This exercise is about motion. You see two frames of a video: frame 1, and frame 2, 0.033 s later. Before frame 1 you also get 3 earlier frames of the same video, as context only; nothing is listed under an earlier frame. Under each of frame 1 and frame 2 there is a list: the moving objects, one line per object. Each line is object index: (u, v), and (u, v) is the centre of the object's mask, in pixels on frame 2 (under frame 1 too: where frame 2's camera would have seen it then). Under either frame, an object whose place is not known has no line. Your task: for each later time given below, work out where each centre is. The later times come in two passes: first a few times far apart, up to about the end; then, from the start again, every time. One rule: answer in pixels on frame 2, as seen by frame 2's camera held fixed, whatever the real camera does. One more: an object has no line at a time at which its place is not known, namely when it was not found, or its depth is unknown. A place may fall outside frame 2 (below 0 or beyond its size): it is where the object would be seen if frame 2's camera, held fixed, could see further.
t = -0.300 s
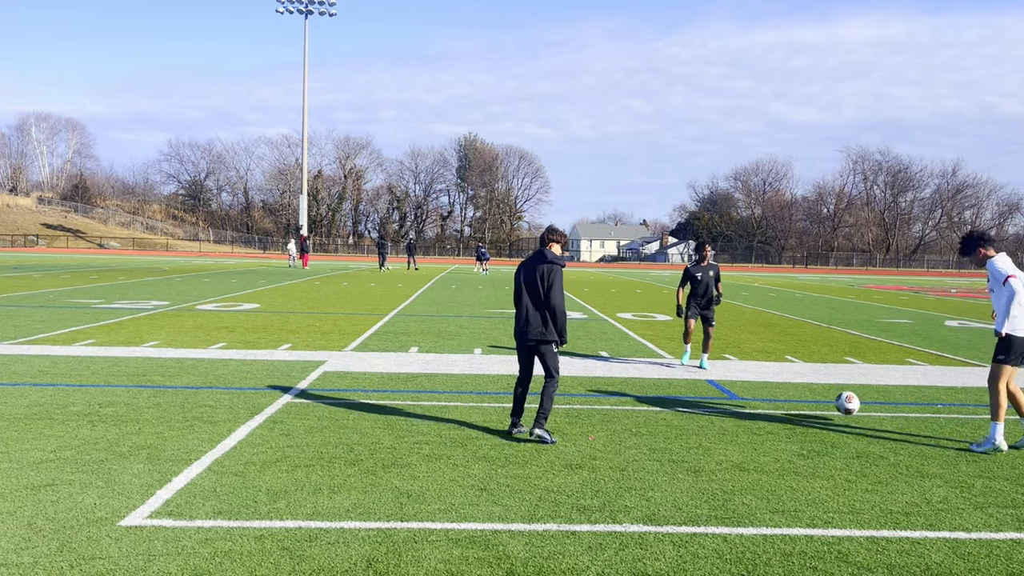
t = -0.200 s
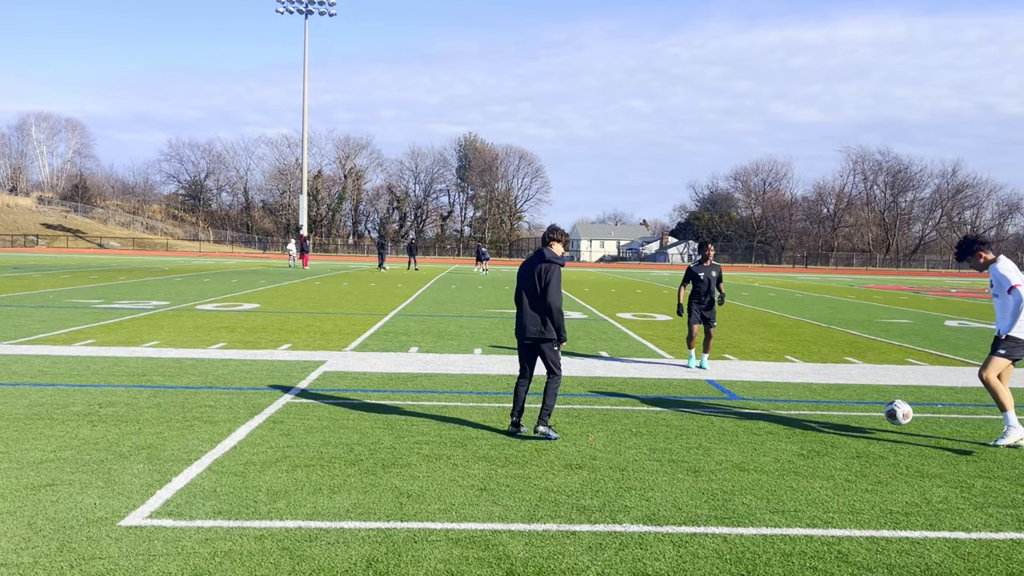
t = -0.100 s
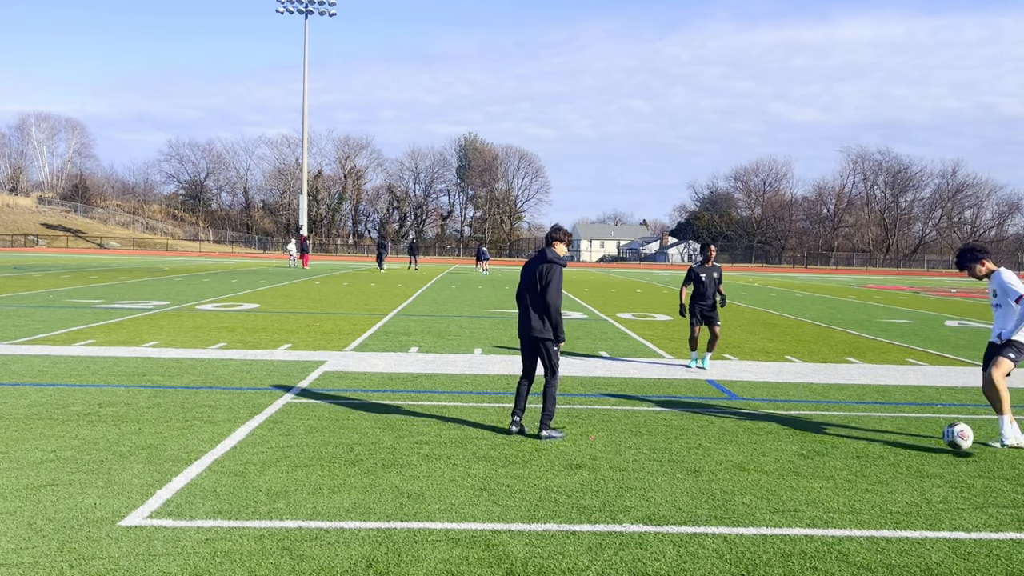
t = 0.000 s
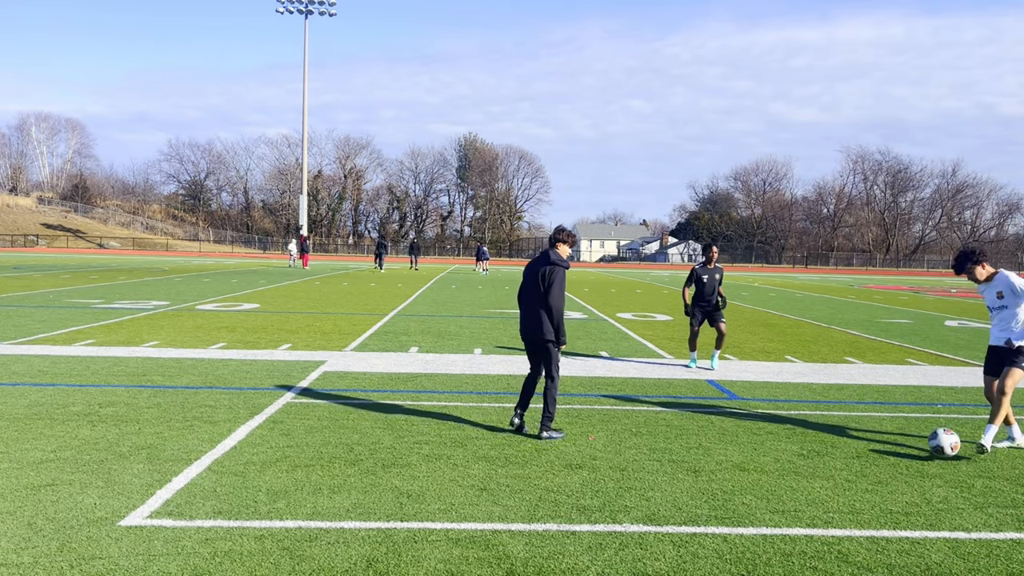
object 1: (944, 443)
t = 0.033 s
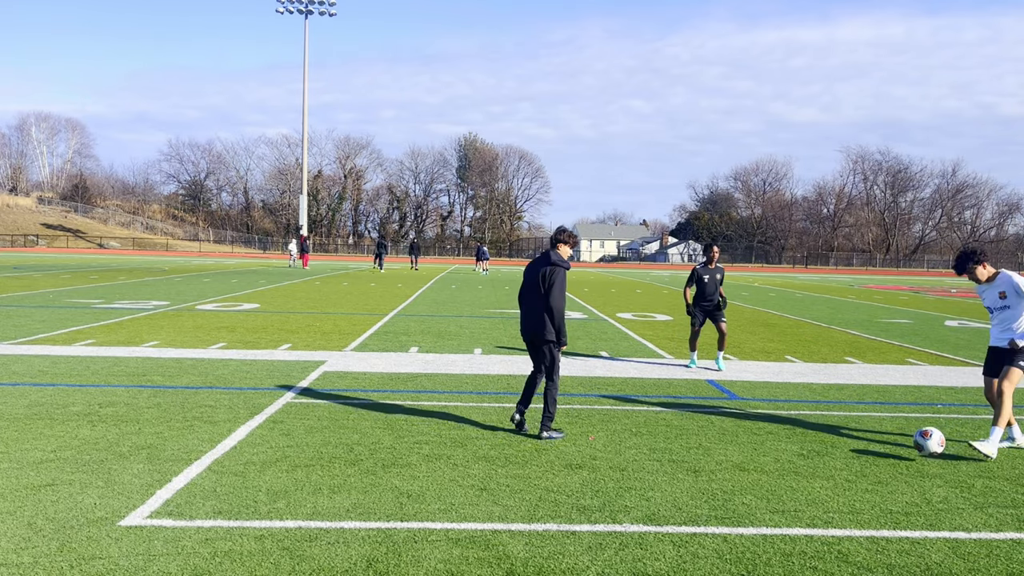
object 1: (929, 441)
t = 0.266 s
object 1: (828, 447)
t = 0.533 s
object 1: (720, 456)
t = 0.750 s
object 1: (632, 459)
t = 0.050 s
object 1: (921, 441)
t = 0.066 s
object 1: (914, 441)
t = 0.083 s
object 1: (906, 442)
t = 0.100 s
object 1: (898, 443)
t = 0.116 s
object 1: (891, 445)
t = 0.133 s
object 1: (883, 447)
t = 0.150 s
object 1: (875, 449)
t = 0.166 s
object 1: (868, 452)
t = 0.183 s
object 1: (861, 451)
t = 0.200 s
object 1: (855, 450)
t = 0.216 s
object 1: (848, 448)
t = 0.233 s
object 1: (841, 448)
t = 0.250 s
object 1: (835, 447)
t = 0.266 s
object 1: (828, 447)
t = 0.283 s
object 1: (822, 447)
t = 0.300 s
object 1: (815, 448)
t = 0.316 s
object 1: (808, 449)
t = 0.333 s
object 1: (802, 451)
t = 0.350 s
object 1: (795, 452)
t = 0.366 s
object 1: (788, 455)
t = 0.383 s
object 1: (781, 454)
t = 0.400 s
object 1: (774, 452)
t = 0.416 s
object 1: (768, 452)
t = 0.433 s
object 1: (761, 451)
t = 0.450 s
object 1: (754, 451)
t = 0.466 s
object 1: (747, 451)
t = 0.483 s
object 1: (740, 452)
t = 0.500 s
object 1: (733, 453)
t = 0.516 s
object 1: (727, 454)
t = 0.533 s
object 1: (720, 456)
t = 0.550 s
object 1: (713, 457)
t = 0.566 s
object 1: (706, 456)
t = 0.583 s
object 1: (700, 456)
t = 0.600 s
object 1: (693, 456)
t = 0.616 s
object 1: (686, 455)
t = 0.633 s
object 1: (680, 456)
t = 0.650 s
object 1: (673, 456)
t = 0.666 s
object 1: (666, 457)
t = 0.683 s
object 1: (659, 459)
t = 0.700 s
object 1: (652, 460)
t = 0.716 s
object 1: (646, 459)
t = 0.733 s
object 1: (639, 459)
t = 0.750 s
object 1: (632, 459)
